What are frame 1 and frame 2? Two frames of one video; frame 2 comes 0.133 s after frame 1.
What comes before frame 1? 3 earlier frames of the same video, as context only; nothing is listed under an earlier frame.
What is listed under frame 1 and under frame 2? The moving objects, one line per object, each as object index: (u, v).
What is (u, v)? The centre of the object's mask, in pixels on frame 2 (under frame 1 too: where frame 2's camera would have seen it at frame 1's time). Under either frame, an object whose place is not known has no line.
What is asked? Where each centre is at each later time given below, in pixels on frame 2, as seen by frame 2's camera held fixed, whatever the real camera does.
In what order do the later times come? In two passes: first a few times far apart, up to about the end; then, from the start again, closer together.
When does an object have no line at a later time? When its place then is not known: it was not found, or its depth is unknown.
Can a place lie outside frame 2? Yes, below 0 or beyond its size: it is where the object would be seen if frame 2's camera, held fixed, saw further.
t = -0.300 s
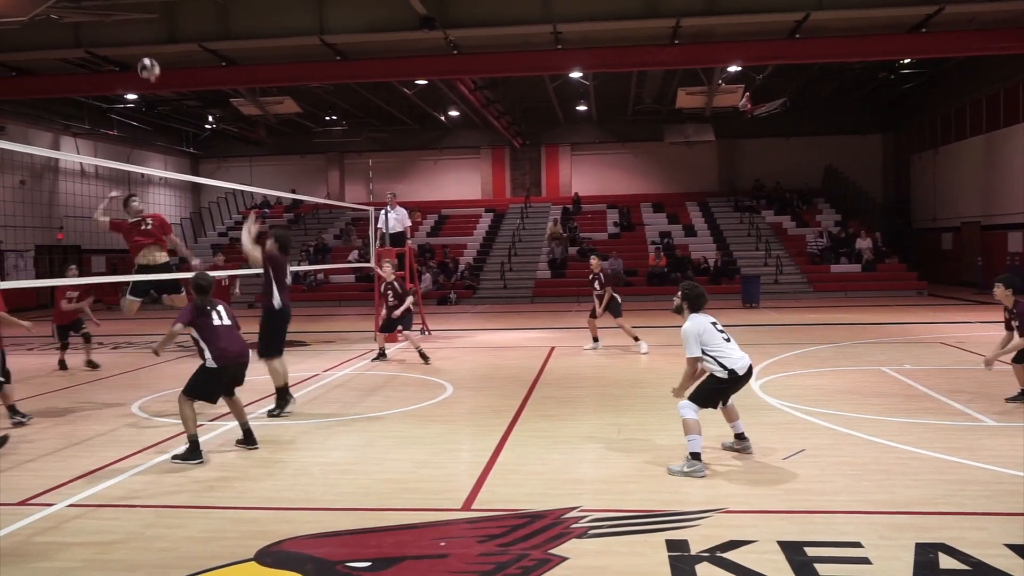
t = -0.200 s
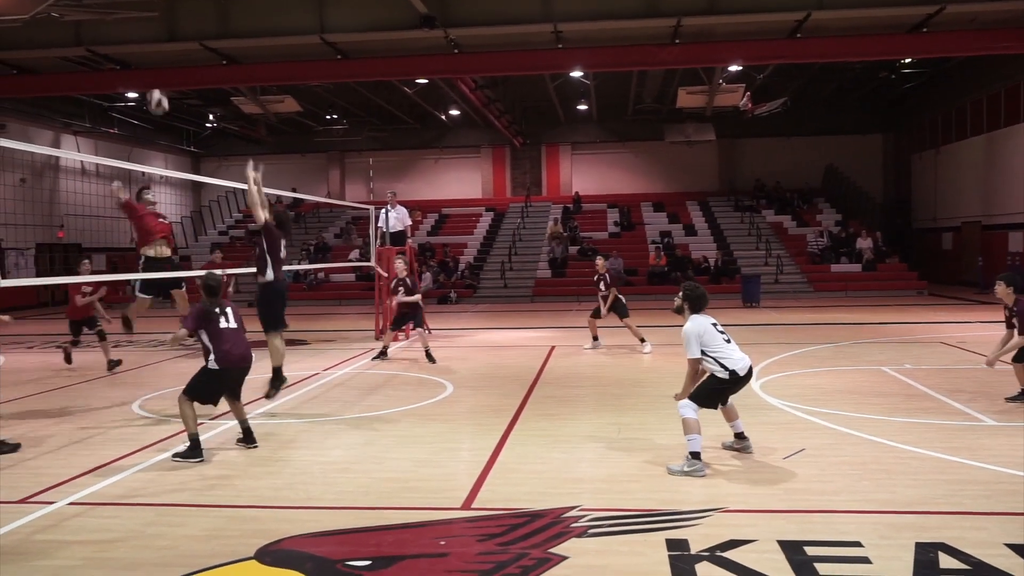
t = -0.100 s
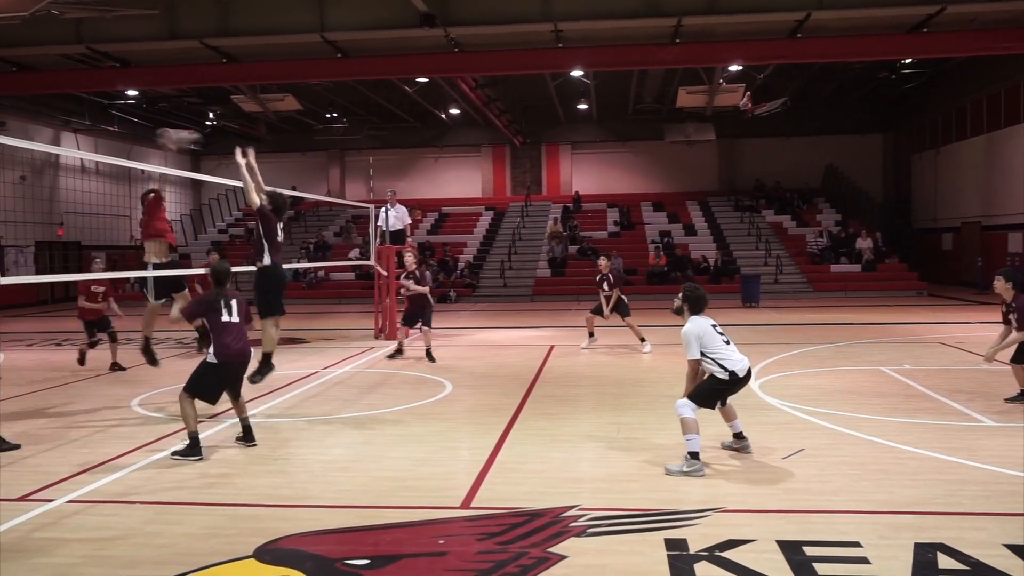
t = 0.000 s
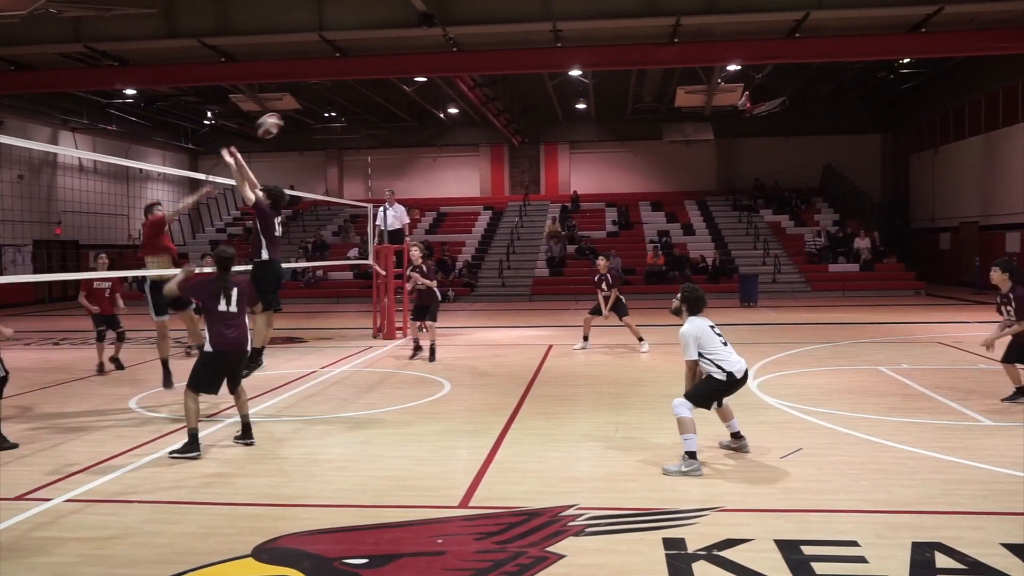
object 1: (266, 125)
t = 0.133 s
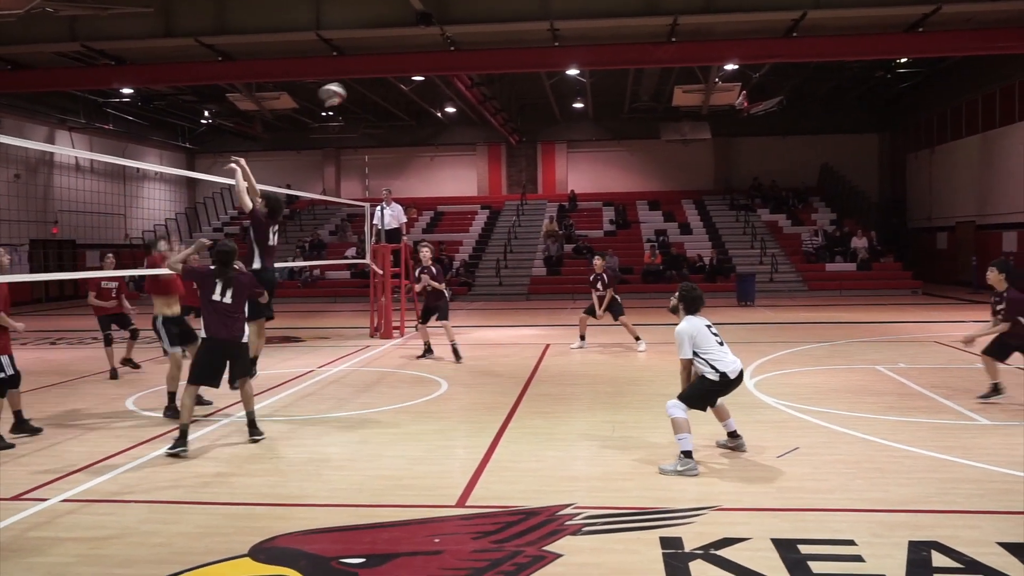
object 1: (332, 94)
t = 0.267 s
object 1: (400, 82)
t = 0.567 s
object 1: (561, 127)
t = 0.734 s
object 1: (651, 198)
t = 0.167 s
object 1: (349, 90)
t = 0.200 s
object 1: (366, 87)
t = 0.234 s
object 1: (383, 84)
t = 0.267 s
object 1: (400, 82)
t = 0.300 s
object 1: (418, 83)
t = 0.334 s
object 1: (435, 84)
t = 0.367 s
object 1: (453, 86)
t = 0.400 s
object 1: (470, 89)
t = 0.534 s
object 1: (542, 117)
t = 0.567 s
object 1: (561, 127)
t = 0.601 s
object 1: (578, 139)
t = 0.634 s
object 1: (595, 151)
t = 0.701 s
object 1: (633, 182)
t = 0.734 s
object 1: (651, 198)
